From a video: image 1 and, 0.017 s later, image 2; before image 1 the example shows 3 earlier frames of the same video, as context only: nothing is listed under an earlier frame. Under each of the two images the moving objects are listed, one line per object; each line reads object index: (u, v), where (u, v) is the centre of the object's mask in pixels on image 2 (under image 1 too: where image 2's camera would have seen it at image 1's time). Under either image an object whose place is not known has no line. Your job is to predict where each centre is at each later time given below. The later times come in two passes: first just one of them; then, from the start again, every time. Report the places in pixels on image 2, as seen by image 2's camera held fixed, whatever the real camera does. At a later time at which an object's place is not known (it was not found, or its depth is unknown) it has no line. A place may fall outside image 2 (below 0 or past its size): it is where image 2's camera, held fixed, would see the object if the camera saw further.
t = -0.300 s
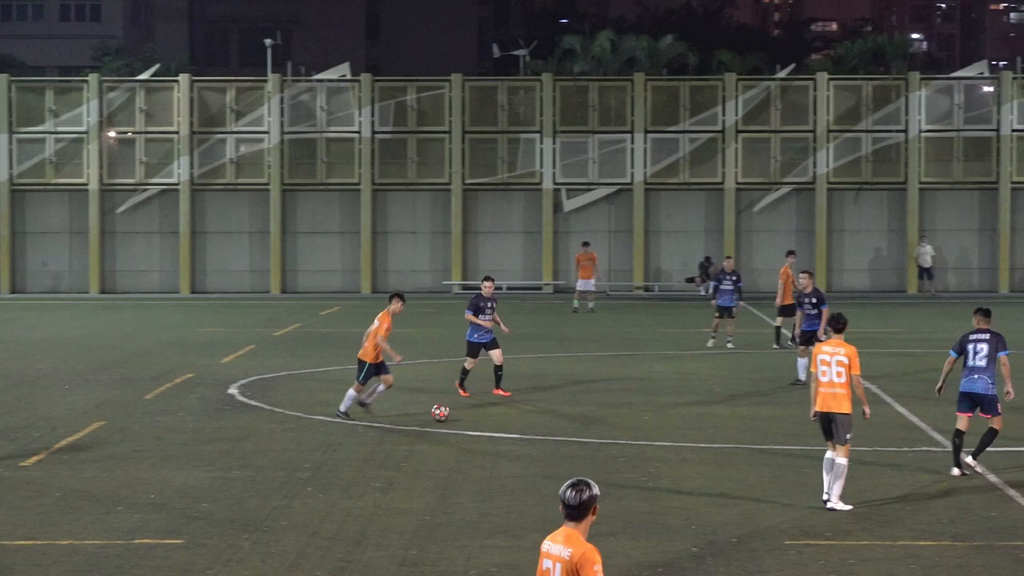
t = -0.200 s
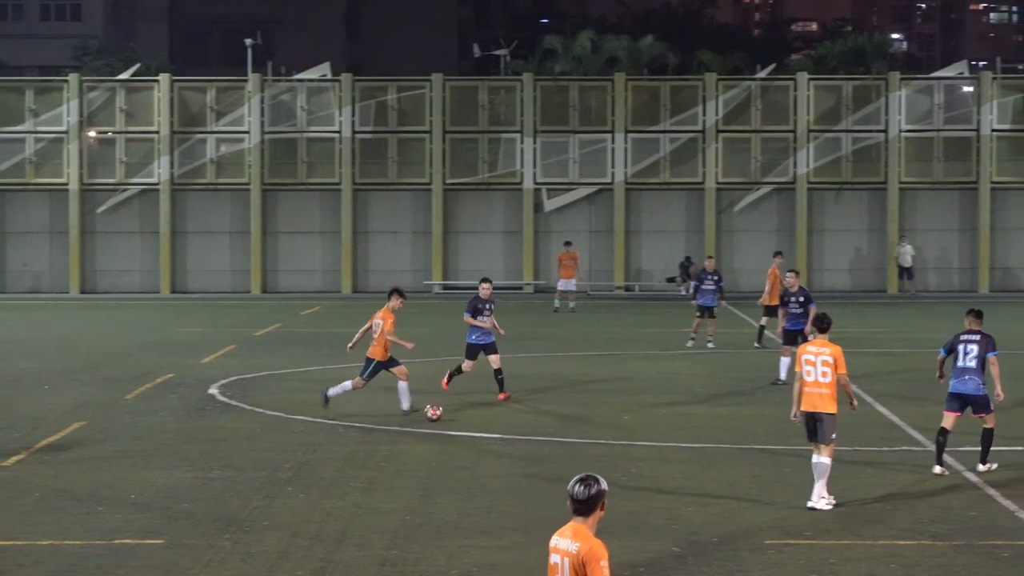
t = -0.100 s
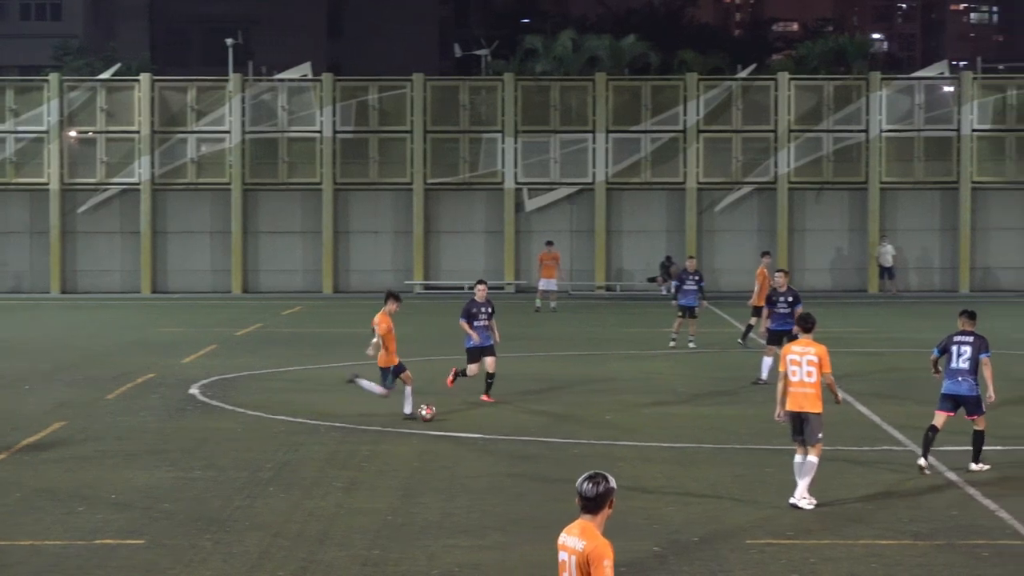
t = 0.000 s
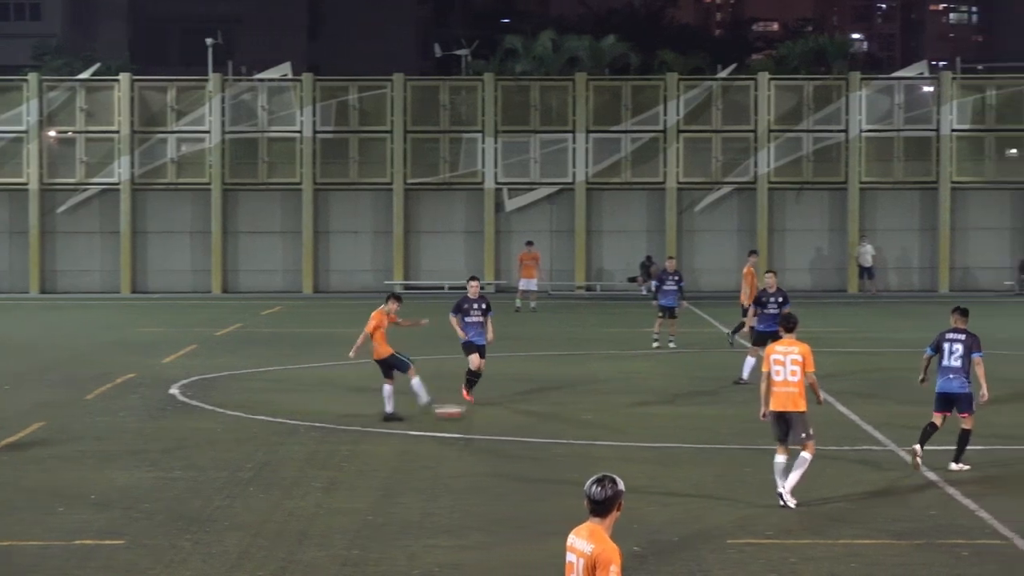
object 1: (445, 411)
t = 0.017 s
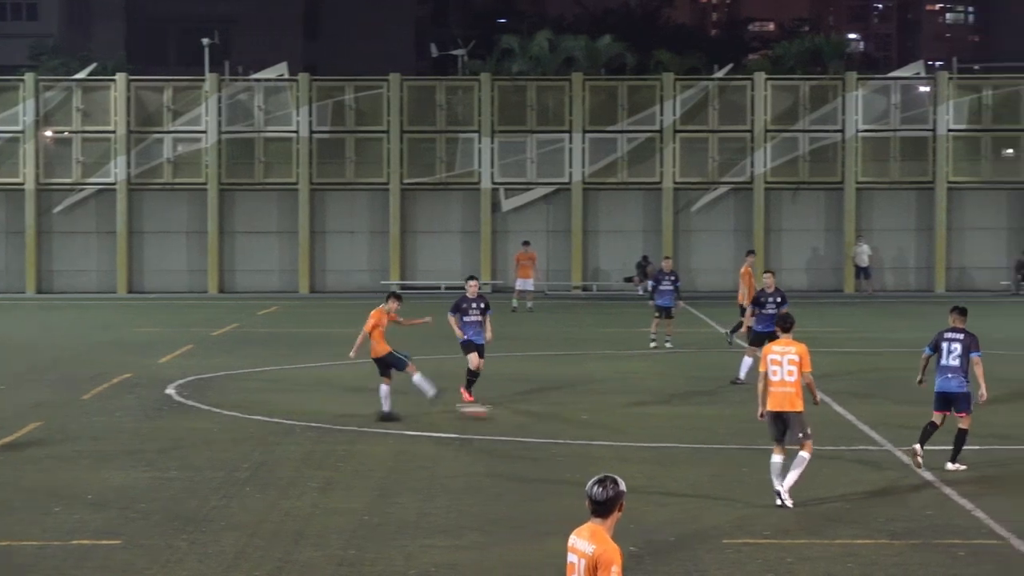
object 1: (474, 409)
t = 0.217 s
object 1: (765, 405)
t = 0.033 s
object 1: (500, 409)
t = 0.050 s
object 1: (528, 409)
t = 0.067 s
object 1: (555, 409)
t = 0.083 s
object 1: (580, 408)
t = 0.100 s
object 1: (605, 408)
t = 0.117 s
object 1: (632, 407)
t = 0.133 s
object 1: (656, 408)
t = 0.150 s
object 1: (681, 408)
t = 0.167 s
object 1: (704, 407)
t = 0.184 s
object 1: (727, 406)
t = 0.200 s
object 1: (749, 405)
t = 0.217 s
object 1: (765, 405)
